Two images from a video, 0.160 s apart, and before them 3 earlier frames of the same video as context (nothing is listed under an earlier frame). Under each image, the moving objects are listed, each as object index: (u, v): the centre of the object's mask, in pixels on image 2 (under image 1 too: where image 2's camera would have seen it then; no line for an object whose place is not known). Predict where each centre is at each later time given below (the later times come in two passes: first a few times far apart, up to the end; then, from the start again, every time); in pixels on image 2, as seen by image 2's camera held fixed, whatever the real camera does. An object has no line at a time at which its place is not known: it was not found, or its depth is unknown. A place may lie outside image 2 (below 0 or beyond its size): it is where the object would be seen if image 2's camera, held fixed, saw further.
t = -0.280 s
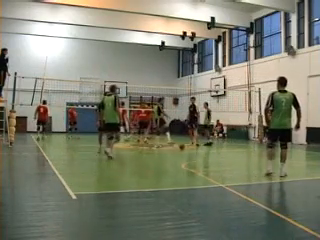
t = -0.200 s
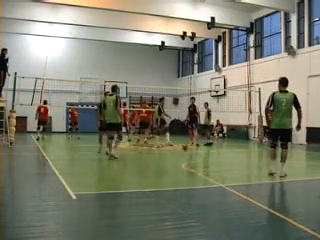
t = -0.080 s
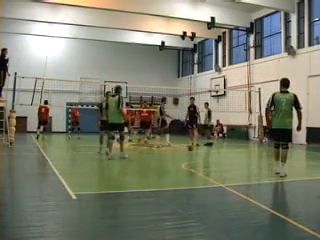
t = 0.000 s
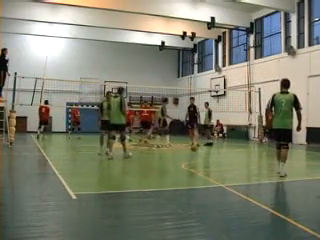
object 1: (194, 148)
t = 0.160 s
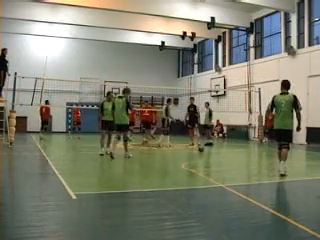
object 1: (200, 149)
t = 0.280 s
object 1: (207, 150)
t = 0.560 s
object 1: (221, 153)
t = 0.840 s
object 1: (237, 155)
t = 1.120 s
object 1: (254, 158)
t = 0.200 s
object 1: (202, 148)
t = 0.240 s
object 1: (204, 150)
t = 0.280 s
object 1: (207, 150)
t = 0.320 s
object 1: (208, 150)
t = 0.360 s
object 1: (210, 151)
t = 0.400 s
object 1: (212, 151)
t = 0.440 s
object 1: (214, 151)
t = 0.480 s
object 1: (217, 152)
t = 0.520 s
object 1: (219, 152)
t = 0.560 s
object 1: (221, 153)
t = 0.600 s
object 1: (223, 153)
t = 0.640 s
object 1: (225, 154)
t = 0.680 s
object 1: (228, 154)
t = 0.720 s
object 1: (230, 154)
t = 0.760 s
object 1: (232, 154)
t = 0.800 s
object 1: (235, 155)
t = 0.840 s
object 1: (237, 155)
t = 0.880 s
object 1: (239, 155)
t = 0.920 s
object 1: (242, 156)
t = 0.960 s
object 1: (244, 156)
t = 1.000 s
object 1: (247, 156)
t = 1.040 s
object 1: (249, 157)
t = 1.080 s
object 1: (251, 157)
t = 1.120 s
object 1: (254, 158)
